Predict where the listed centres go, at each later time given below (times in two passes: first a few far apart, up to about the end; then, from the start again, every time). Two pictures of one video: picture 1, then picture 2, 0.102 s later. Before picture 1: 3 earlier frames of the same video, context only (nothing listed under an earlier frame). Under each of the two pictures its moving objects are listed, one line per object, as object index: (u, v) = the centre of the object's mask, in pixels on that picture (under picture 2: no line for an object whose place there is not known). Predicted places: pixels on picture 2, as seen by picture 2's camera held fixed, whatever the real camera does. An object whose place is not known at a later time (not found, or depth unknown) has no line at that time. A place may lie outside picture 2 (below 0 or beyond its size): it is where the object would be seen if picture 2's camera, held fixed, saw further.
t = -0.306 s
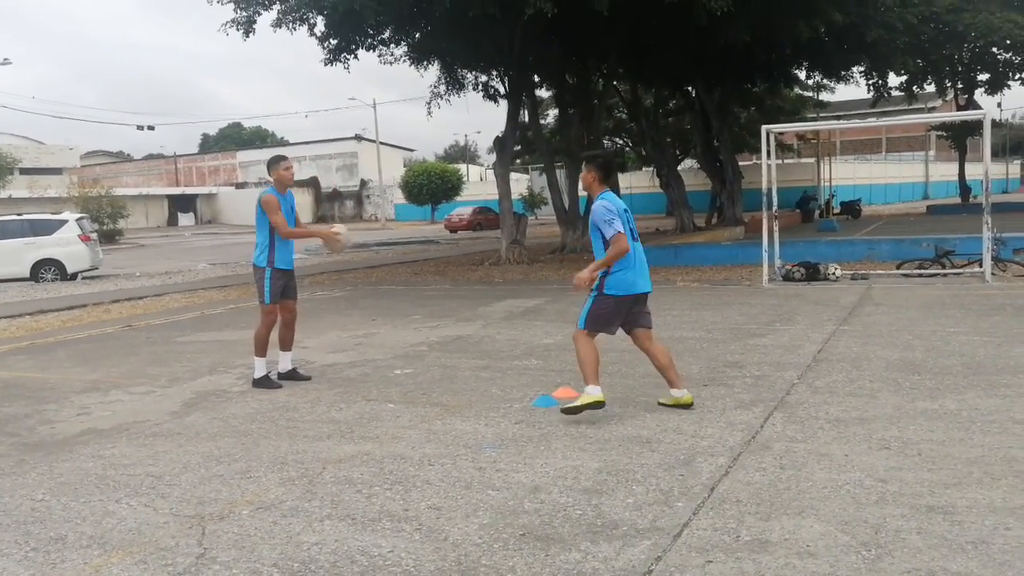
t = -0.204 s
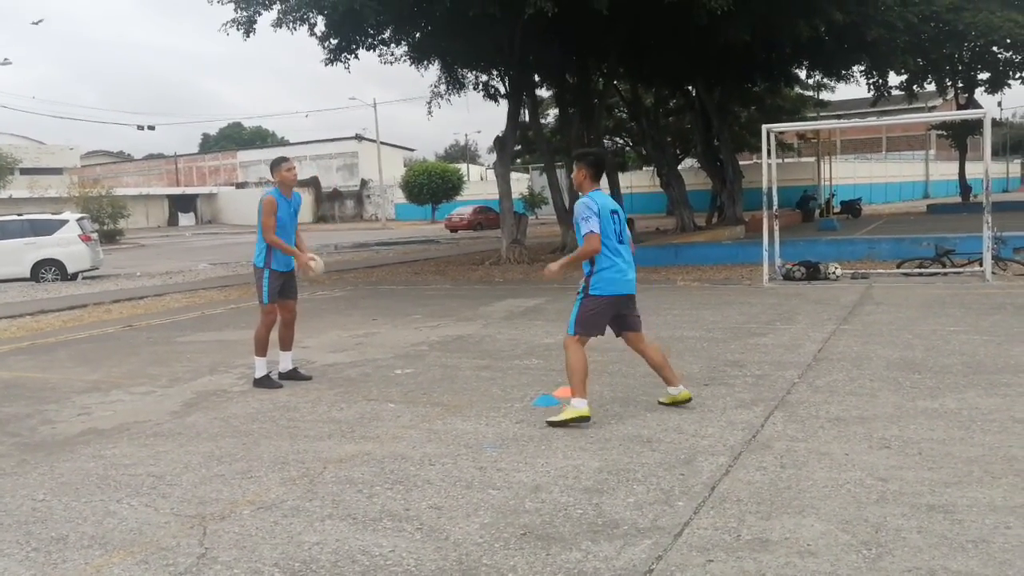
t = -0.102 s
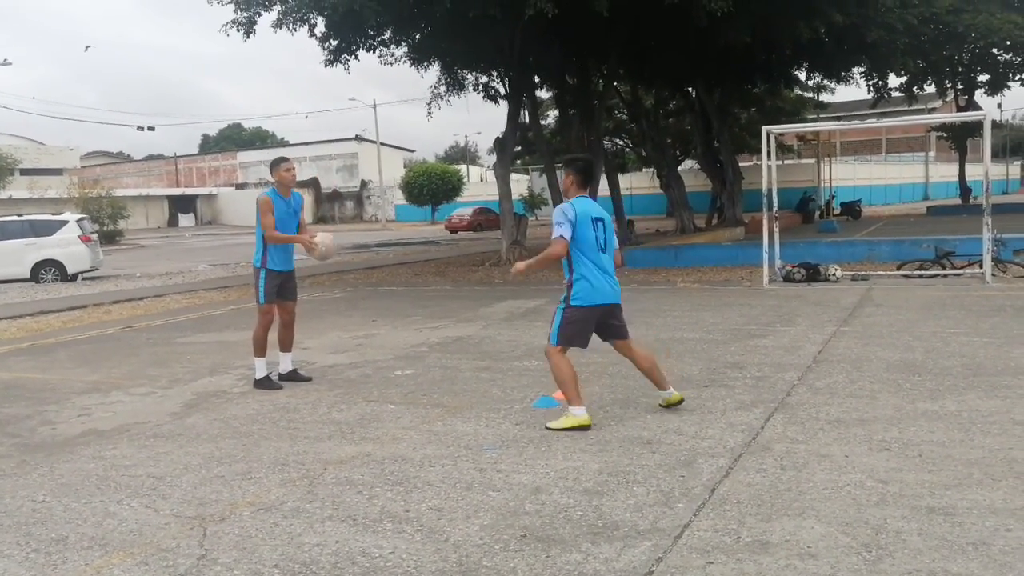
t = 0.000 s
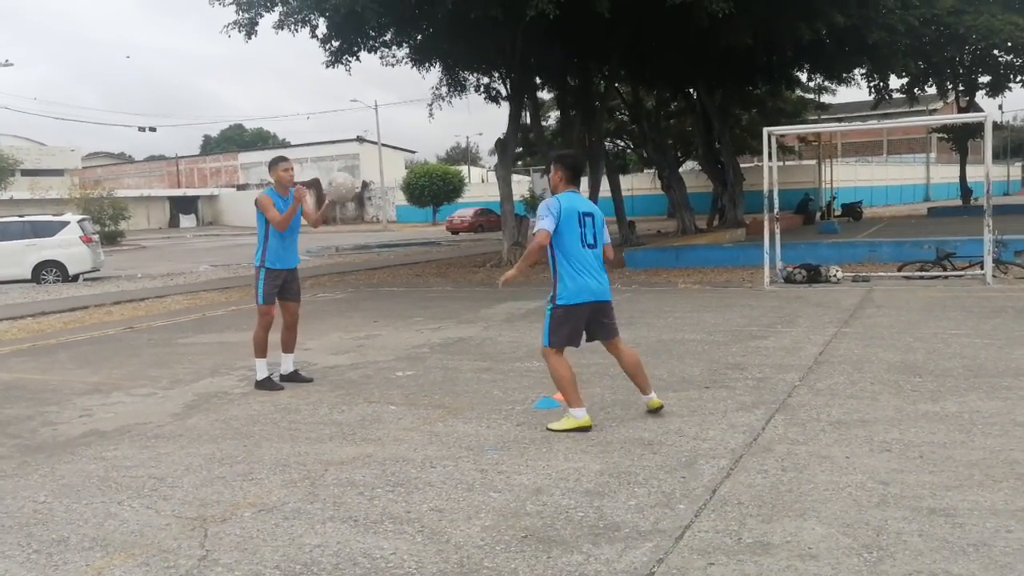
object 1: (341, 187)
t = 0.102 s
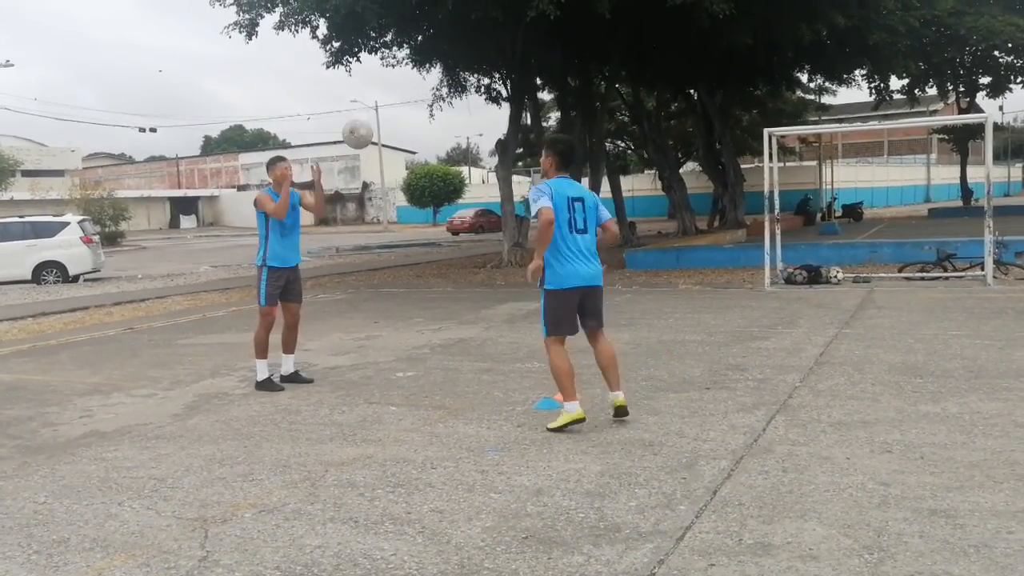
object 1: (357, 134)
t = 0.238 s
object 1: (382, 80)
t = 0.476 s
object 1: (435, 45)
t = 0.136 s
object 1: (363, 117)
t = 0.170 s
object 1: (369, 105)
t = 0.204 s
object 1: (376, 92)
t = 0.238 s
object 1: (382, 80)
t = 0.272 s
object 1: (389, 70)
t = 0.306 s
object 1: (396, 61)
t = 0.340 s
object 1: (403, 55)
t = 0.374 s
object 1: (411, 49)
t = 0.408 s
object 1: (419, 46)
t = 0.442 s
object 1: (427, 45)
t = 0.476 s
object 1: (435, 45)
